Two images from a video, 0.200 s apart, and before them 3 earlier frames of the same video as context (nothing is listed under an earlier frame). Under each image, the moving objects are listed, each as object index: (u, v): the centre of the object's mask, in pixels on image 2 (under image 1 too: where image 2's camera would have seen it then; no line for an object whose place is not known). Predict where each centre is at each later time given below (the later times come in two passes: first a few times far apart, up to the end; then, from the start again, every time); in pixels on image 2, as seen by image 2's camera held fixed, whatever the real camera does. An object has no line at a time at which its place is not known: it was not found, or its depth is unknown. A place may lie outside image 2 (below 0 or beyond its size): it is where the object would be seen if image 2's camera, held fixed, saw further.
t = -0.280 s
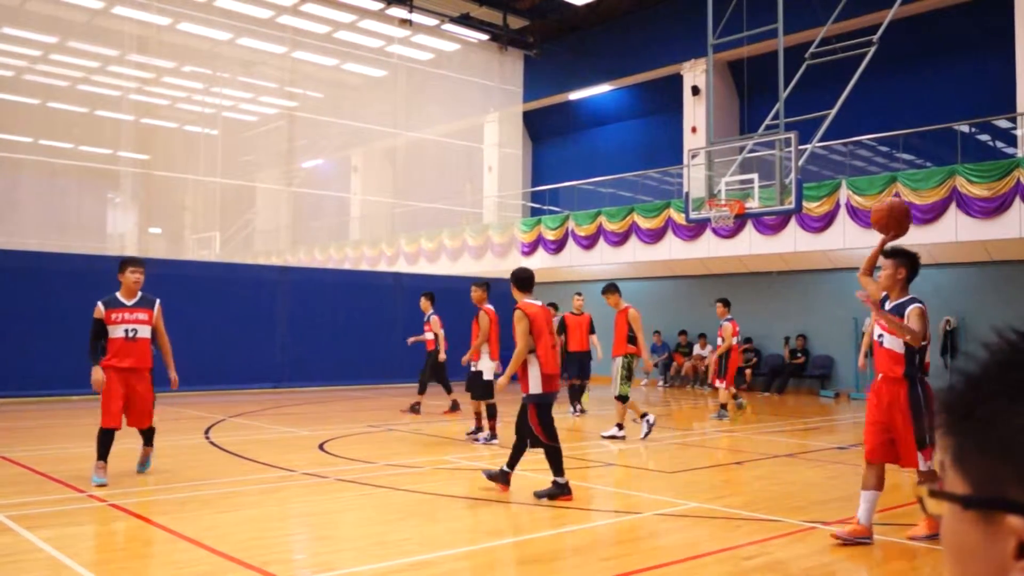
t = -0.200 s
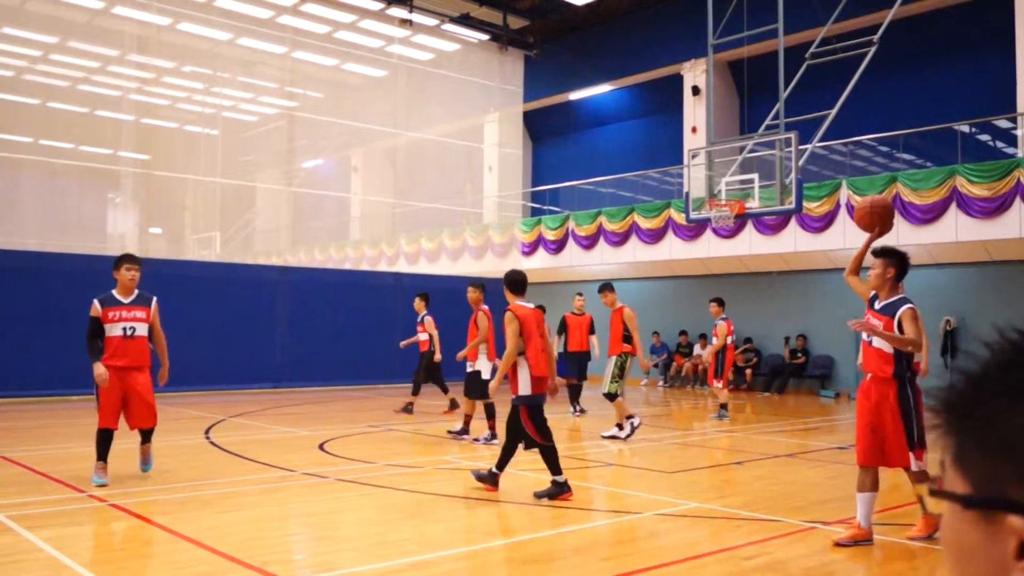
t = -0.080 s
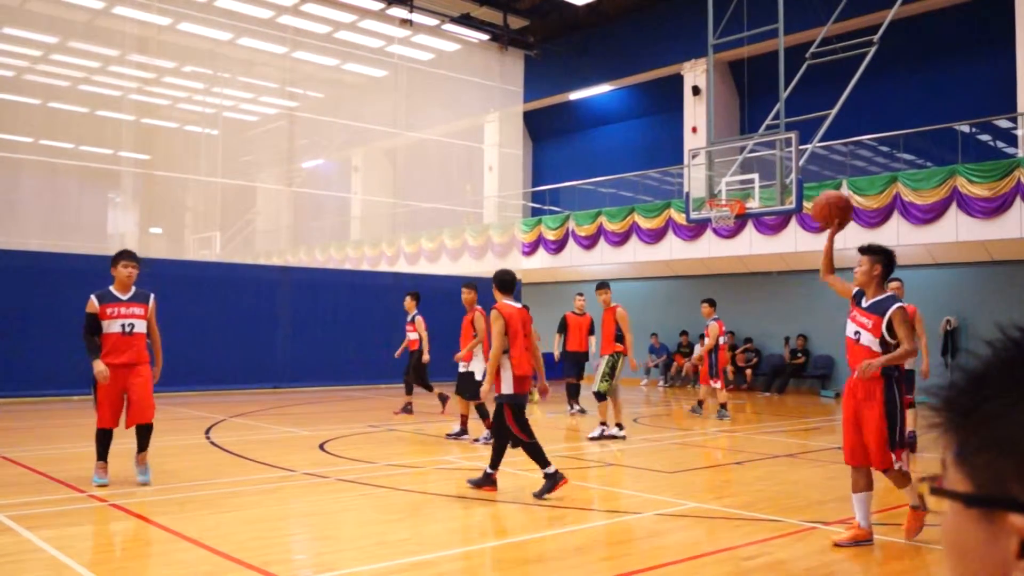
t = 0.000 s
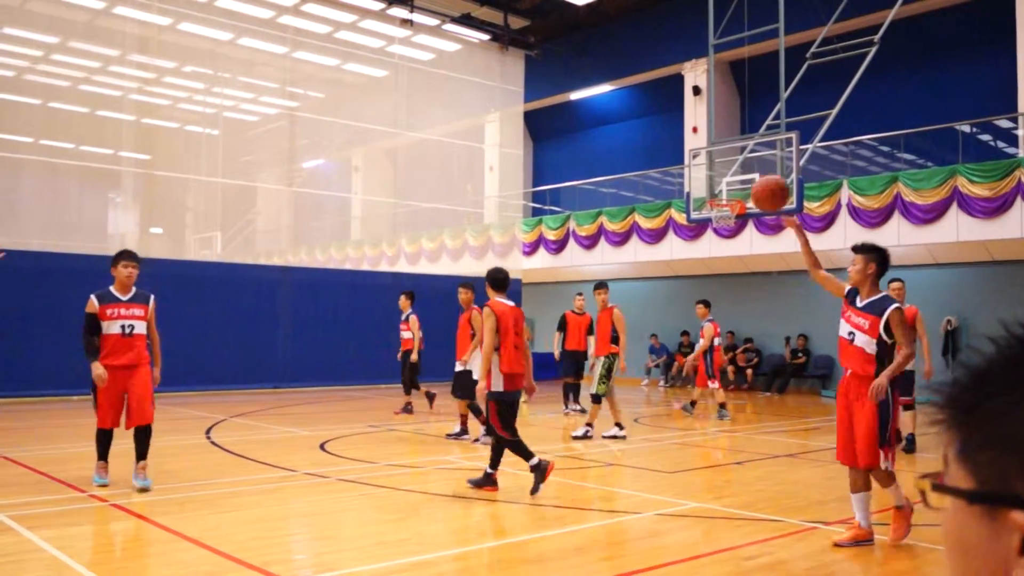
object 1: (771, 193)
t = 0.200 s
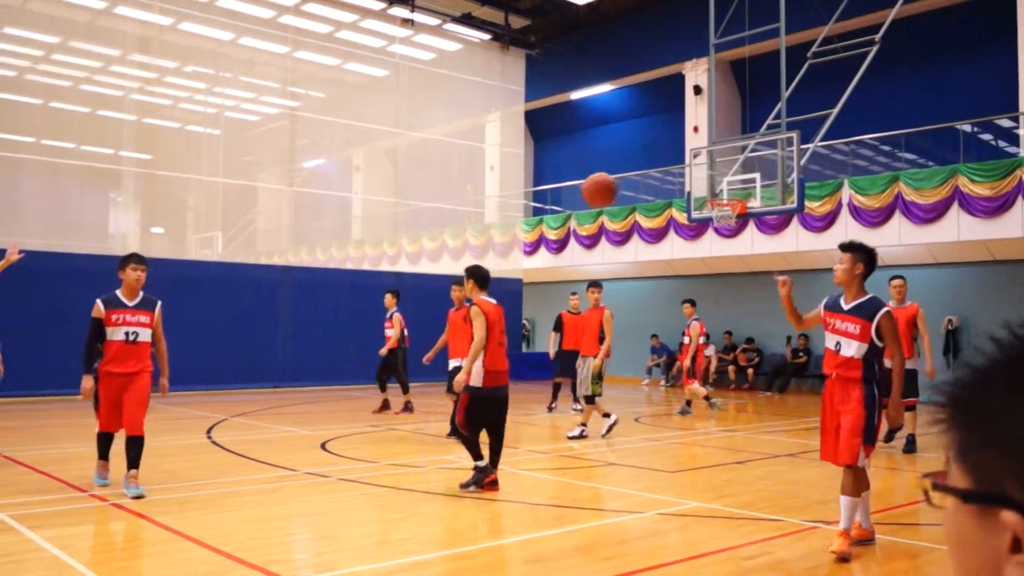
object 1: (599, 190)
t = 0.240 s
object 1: (569, 196)
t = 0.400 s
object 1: (452, 240)
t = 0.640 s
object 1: (298, 357)
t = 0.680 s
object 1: (275, 381)
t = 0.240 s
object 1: (569, 196)
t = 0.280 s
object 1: (538, 204)
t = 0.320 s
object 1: (509, 215)
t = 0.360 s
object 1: (480, 227)
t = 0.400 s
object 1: (452, 240)
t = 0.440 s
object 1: (425, 255)
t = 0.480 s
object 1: (398, 273)
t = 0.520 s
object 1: (373, 291)
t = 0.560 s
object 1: (347, 312)
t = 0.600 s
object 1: (323, 334)
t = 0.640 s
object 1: (298, 357)
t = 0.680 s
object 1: (275, 381)
